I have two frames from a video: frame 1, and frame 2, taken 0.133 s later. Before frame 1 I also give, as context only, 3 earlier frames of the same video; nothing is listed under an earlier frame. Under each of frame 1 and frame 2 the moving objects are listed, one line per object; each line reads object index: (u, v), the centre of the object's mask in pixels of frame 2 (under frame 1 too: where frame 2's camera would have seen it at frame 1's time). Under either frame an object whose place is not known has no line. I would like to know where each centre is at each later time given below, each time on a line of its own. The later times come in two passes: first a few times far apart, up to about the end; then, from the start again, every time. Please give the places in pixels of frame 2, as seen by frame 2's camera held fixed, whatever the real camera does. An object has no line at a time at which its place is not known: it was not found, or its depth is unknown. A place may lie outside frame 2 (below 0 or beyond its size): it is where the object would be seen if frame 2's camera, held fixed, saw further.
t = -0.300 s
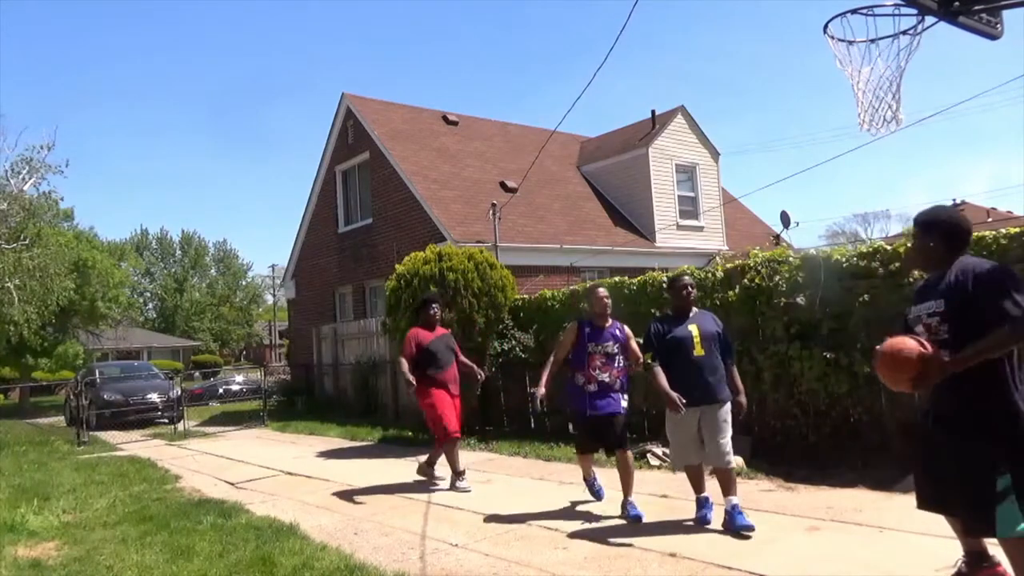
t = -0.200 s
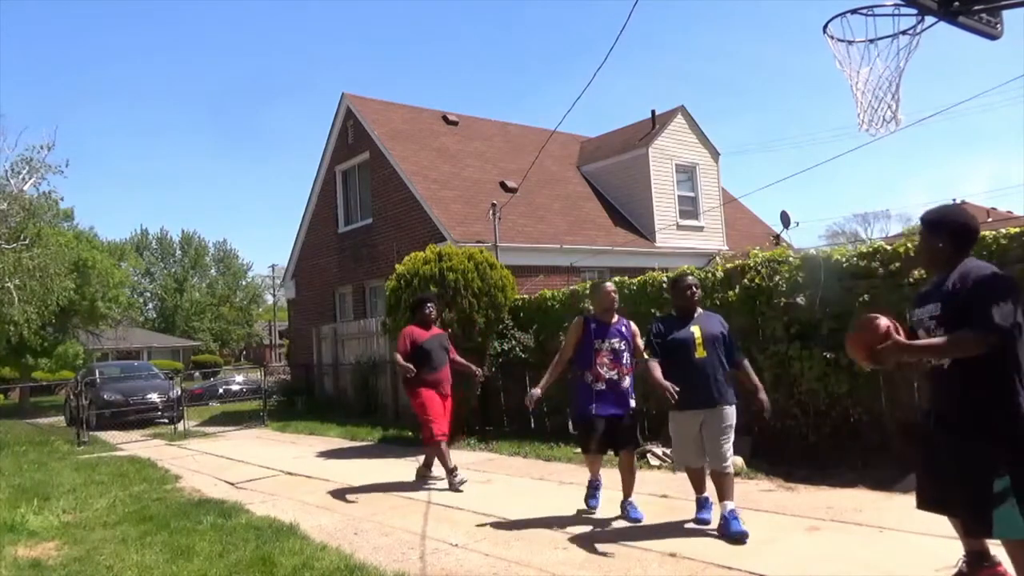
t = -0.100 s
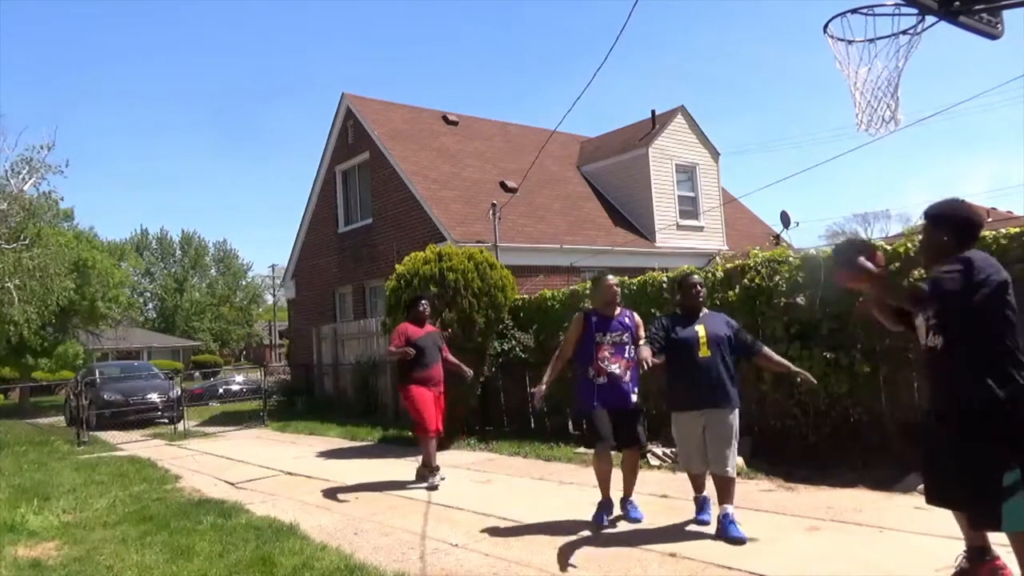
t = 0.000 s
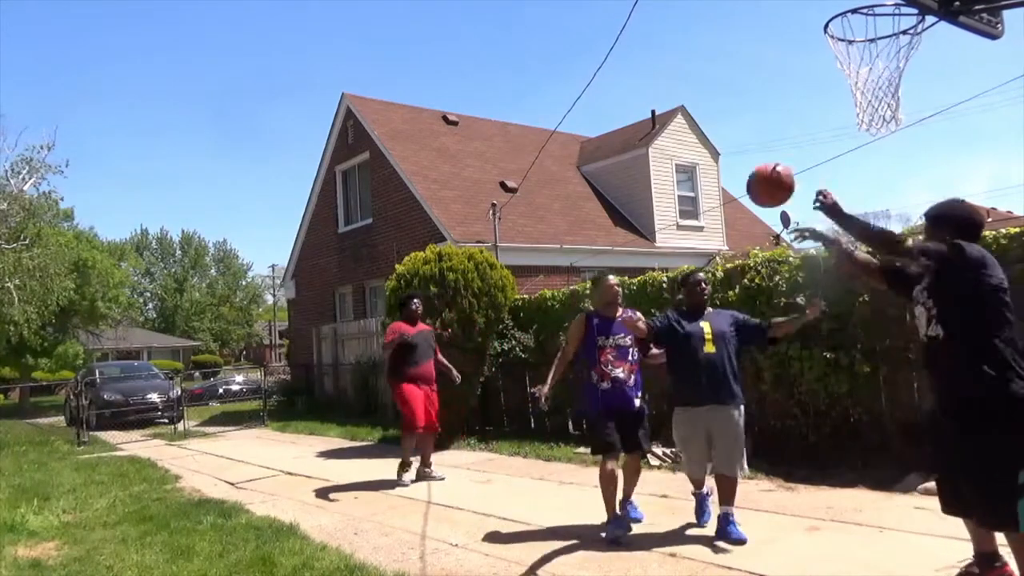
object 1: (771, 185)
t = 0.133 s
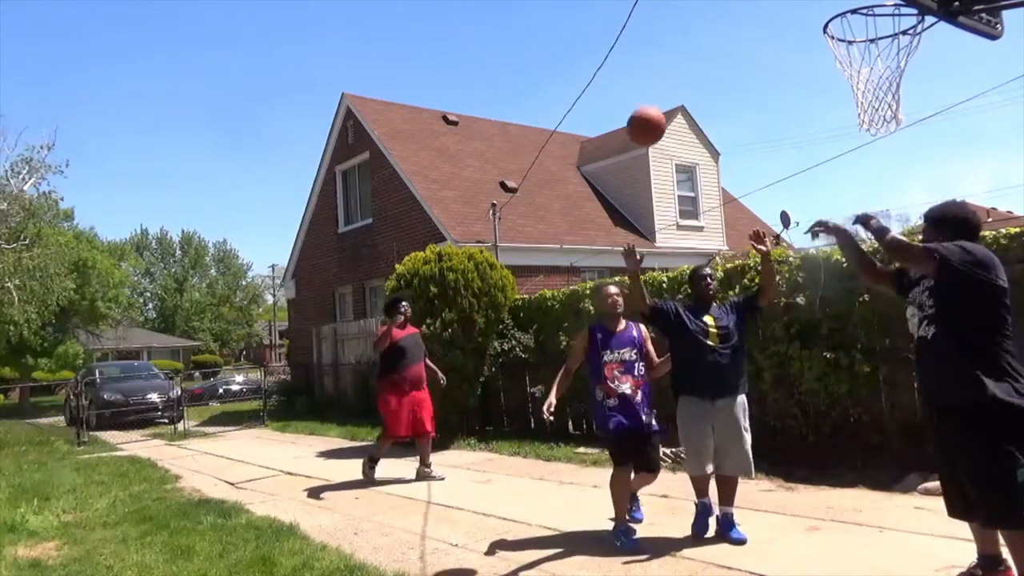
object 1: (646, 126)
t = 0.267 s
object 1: (556, 106)
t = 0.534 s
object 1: (434, 133)
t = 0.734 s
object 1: (376, 192)
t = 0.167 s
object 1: (621, 118)
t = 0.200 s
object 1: (597, 112)
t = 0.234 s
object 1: (576, 108)
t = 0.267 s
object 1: (556, 106)
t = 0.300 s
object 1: (537, 105)
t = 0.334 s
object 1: (519, 106)
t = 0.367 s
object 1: (503, 108)
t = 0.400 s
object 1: (487, 111)
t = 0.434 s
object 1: (473, 115)
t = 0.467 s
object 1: (459, 120)
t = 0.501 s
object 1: (446, 126)
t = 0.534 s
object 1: (434, 133)
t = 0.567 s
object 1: (423, 141)
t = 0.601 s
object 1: (412, 150)
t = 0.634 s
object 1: (403, 159)
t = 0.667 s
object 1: (395, 168)
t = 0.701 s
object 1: (384, 179)
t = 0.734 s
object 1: (376, 192)
